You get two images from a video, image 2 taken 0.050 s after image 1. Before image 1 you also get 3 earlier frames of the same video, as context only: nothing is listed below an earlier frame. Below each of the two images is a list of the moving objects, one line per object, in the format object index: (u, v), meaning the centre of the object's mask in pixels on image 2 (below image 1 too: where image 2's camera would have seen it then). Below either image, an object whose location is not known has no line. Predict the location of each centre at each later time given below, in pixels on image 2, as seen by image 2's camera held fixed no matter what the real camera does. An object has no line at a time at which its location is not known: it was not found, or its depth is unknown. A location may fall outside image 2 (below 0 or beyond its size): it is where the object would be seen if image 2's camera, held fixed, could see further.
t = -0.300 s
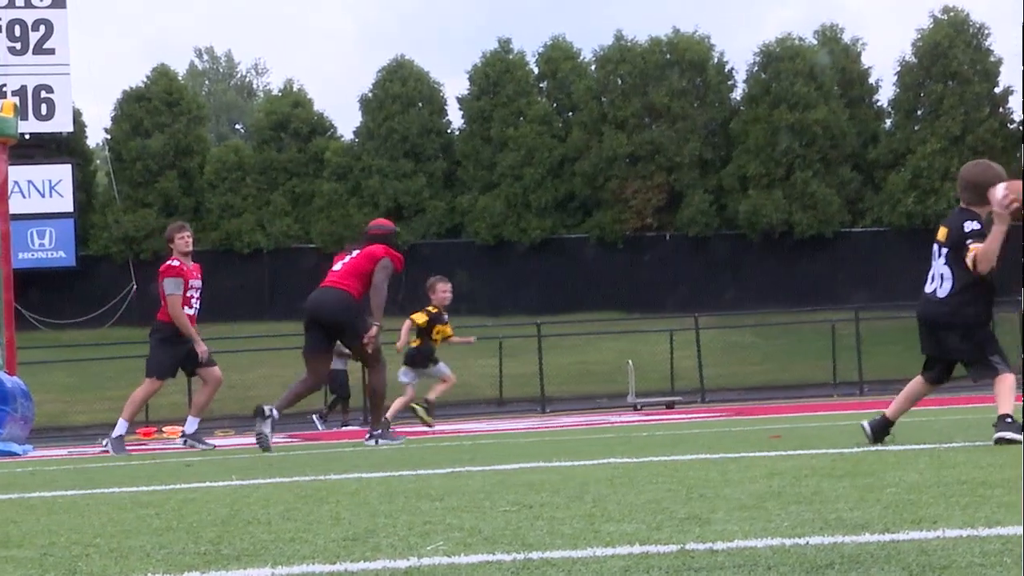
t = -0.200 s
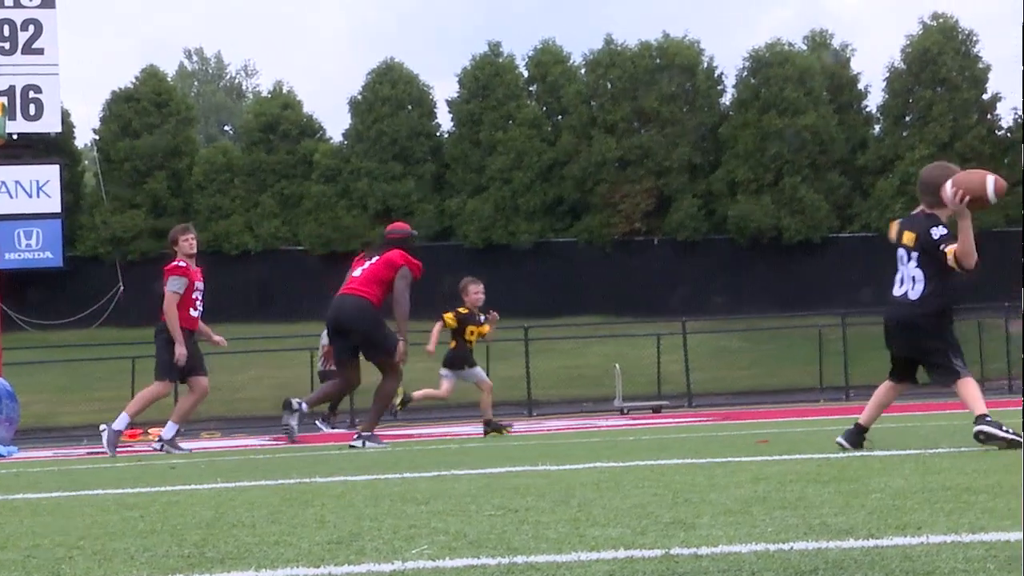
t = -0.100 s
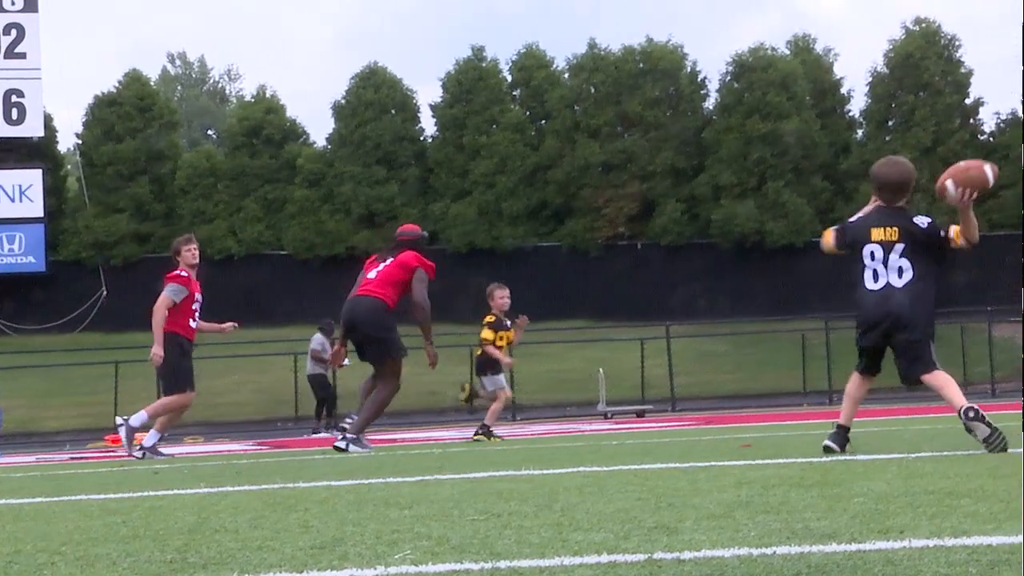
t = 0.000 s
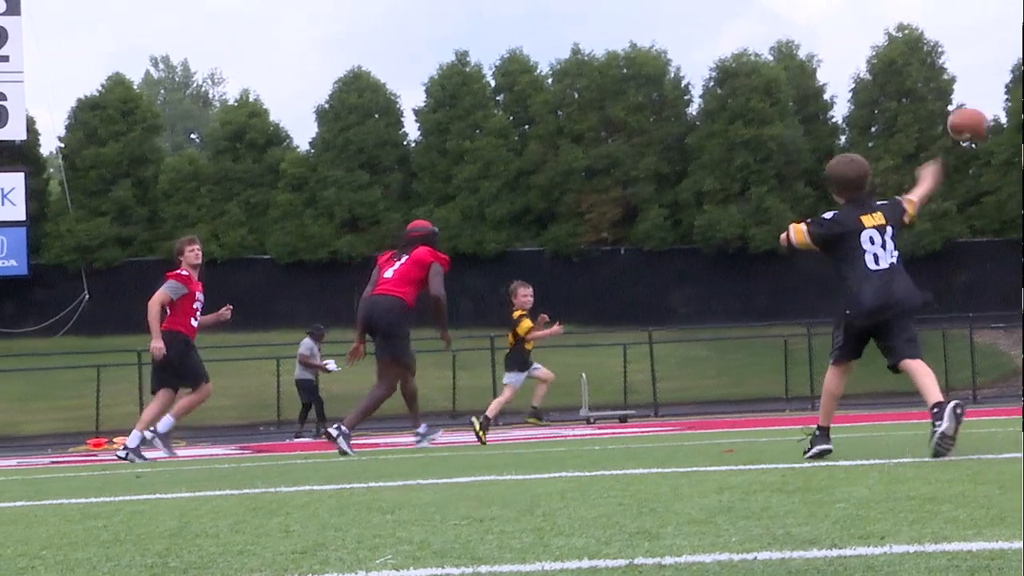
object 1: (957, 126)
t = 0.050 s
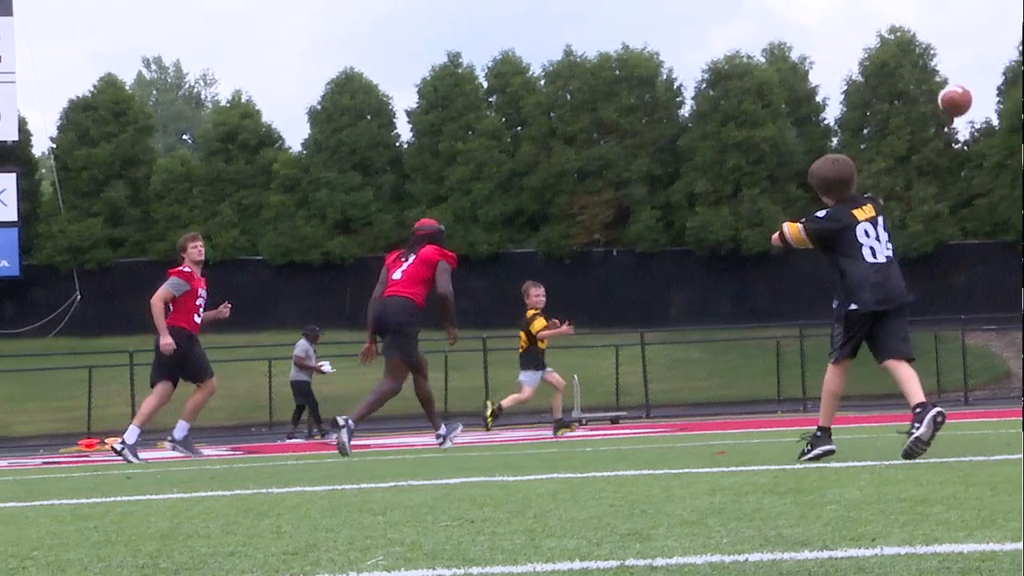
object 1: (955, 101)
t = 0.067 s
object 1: (953, 93)
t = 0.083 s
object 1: (951, 87)
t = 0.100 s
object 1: (950, 81)
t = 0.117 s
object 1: (949, 76)
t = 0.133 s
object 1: (949, 72)
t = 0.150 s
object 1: (948, 67)
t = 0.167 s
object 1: (947, 64)
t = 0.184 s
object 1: (945, 61)
